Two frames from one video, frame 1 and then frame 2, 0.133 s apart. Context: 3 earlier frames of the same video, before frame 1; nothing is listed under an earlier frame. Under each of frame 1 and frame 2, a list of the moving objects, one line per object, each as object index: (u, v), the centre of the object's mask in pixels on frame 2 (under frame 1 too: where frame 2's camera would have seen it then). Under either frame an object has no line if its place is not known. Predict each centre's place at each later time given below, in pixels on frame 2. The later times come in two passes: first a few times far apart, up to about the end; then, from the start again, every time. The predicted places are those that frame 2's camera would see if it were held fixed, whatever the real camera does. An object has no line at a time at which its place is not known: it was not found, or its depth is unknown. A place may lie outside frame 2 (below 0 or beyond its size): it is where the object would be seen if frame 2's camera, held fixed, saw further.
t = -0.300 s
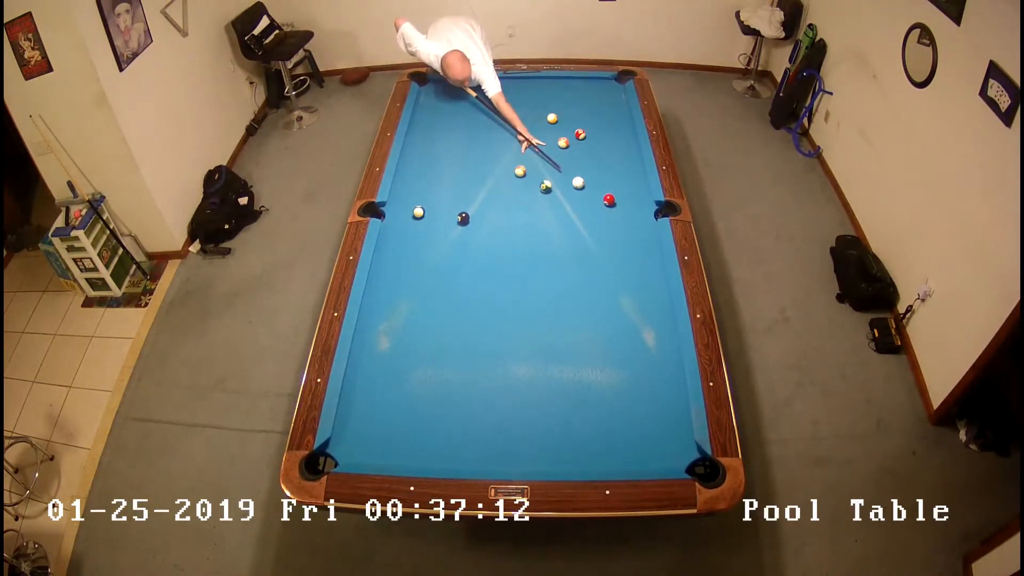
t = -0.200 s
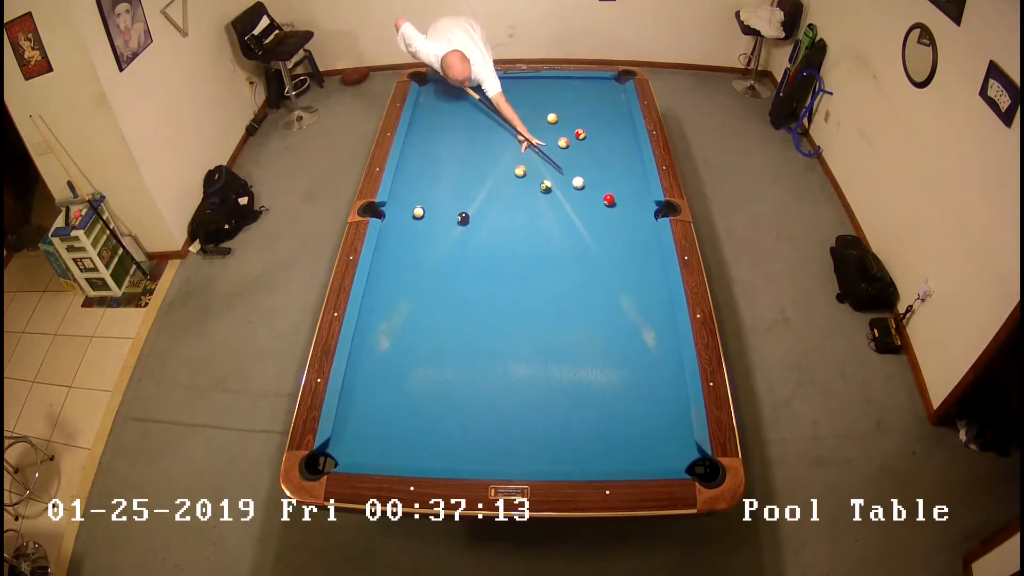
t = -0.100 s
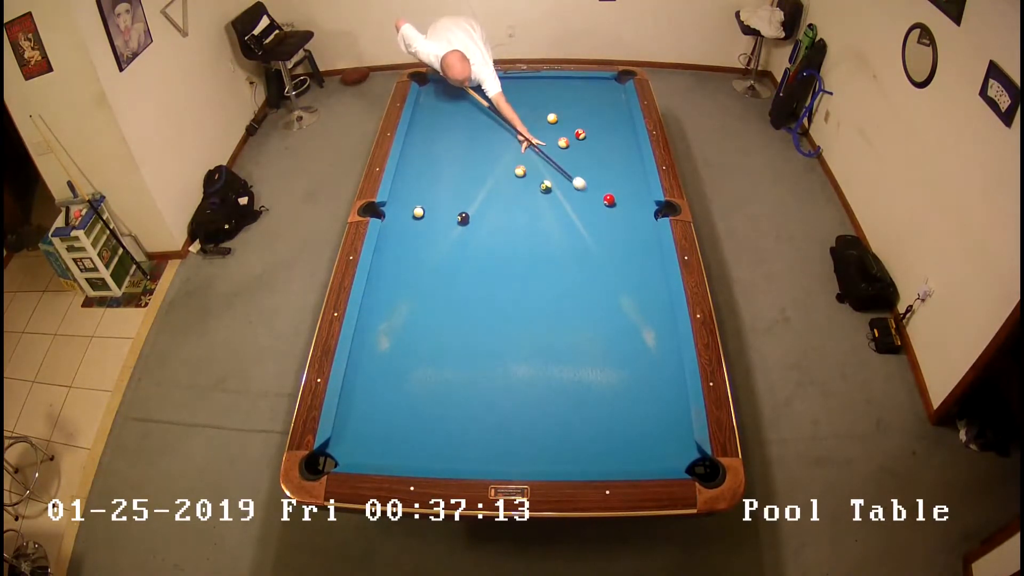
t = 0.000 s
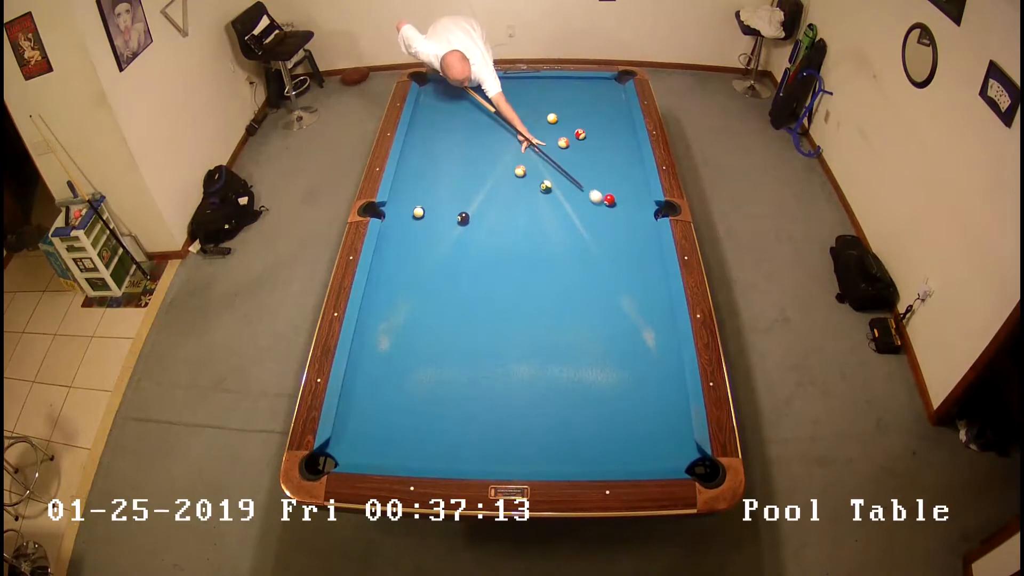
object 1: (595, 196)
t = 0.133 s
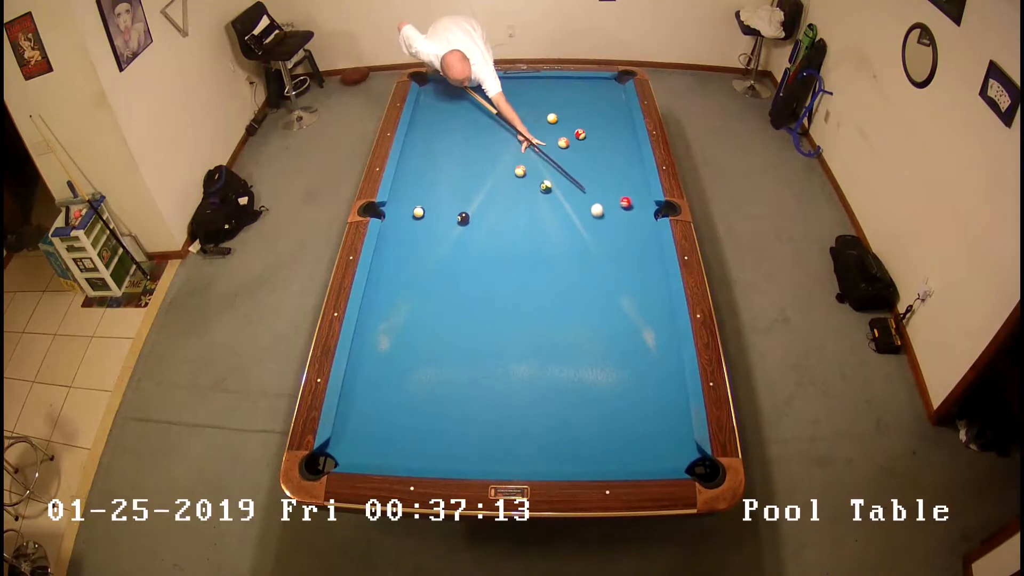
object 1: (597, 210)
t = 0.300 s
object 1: (599, 228)
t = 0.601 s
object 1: (602, 262)
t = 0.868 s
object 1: (605, 294)
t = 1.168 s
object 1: (608, 331)
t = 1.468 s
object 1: (611, 371)
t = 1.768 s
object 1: (613, 412)
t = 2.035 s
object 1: (615, 449)
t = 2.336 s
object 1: (612, 443)
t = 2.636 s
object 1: (608, 421)
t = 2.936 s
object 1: (605, 401)
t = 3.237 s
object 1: (601, 384)
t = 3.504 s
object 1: (598, 370)
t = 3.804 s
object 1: (597, 356)
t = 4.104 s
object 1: (596, 344)
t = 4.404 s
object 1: (596, 334)
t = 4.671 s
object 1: (595, 327)
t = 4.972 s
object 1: (595, 321)
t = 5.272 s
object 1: (595, 316)
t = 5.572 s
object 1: (595, 313)
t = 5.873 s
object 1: (594, 311)
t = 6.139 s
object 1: (594, 311)
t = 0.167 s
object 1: (597, 214)
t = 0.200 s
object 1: (598, 217)
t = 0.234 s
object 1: (598, 221)
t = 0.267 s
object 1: (599, 224)
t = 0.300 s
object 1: (599, 228)
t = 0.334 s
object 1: (599, 232)
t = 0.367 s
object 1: (600, 235)
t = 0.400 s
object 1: (600, 239)
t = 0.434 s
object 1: (600, 243)
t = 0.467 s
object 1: (601, 247)
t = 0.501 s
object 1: (601, 250)
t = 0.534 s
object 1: (602, 254)
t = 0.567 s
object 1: (602, 258)
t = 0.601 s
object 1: (602, 262)
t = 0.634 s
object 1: (603, 265)
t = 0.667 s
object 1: (603, 270)
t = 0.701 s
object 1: (604, 274)
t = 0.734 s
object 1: (604, 278)
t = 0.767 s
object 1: (604, 282)
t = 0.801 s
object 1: (604, 285)
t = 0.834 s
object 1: (605, 289)
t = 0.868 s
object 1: (605, 294)
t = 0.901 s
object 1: (606, 298)
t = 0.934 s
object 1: (606, 302)
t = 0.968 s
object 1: (606, 306)
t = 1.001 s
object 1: (606, 310)
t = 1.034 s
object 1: (607, 314)
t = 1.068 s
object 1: (607, 318)
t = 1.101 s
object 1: (608, 322)
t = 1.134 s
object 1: (608, 327)
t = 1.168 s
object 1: (608, 331)
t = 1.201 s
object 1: (608, 335)
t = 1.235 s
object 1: (609, 340)
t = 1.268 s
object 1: (609, 344)
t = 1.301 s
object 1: (609, 348)
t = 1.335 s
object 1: (609, 353)
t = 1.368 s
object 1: (610, 357)
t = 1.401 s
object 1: (610, 361)
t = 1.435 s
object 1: (610, 366)
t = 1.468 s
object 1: (611, 371)
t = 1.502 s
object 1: (611, 375)
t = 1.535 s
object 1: (611, 380)
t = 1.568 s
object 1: (611, 384)
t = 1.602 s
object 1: (612, 389)
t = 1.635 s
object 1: (612, 393)
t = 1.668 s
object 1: (612, 398)
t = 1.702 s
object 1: (612, 402)
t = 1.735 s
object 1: (613, 407)
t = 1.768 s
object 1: (613, 412)
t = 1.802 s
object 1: (613, 416)
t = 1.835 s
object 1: (613, 421)
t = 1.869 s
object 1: (614, 426)
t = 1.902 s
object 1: (614, 430)
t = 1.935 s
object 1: (614, 435)
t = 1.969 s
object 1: (614, 440)
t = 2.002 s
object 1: (614, 445)
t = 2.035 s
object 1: (615, 449)
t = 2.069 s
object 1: (615, 454)
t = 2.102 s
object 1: (615, 458)
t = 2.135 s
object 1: (615, 459)
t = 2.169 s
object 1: (615, 457)
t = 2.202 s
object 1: (614, 454)
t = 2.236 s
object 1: (614, 451)
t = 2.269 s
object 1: (613, 449)
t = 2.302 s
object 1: (613, 446)
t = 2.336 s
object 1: (612, 443)
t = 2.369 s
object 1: (612, 441)
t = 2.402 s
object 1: (612, 438)
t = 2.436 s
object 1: (611, 435)
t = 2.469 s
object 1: (610, 433)
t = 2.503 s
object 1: (610, 431)
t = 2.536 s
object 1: (610, 428)
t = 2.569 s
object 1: (609, 426)
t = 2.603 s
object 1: (609, 423)
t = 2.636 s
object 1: (608, 421)
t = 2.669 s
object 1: (608, 418)
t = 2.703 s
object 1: (608, 416)
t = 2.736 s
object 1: (607, 414)
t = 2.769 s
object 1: (607, 412)
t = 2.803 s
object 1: (606, 410)
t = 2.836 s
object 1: (606, 407)
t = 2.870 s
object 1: (605, 405)
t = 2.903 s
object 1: (605, 403)
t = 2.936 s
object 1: (605, 401)
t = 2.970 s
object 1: (604, 399)
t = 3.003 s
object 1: (604, 397)
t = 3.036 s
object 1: (603, 395)
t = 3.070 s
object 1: (603, 393)
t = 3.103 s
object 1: (603, 391)
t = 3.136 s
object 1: (602, 389)
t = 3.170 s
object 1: (602, 387)
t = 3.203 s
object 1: (601, 385)
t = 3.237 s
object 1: (601, 384)
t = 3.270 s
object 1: (601, 382)
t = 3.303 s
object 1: (600, 380)
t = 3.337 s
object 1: (600, 378)
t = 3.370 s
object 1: (599, 377)
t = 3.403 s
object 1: (599, 375)
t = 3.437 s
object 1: (599, 373)
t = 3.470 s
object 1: (599, 372)
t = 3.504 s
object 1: (598, 370)
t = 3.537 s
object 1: (598, 368)
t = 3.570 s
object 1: (598, 367)
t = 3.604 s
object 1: (598, 365)
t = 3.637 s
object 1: (598, 364)
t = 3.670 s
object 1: (598, 362)
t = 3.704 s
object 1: (597, 360)
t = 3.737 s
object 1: (597, 359)
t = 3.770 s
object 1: (597, 357)
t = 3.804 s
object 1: (597, 356)
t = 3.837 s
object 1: (597, 355)
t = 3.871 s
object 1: (597, 353)
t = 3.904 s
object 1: (597, 352)
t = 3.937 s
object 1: (597, 351)
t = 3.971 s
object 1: (597, 349)
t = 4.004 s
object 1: (596, 348)
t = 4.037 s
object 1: (596, 347)
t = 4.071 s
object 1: (596, 346)
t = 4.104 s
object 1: (596, 344)
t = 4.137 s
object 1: (596, 343)
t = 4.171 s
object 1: (596, 342)
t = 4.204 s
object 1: (596, 341)
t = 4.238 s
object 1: (596, 340)
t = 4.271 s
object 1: (596, 338)
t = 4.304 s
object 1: (596, 337)
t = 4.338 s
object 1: (596, 337)
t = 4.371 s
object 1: (596, 335)
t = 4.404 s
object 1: (596, 334)
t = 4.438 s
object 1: (596, 333)
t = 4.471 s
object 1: (596, 333)
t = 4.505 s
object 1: (596, 332)
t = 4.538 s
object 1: (596, 331)
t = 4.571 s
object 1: (596, 330)
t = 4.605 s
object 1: (596, 329)
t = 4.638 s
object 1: (596, 328)
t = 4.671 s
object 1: (595, 327)
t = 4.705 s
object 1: (595, 327)
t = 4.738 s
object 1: (595, 326)
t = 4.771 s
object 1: (595, 325)
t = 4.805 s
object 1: (595, 324)
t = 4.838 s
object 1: (595, 324)
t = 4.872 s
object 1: (595, 323)
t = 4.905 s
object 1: (595, 322)
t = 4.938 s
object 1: (595, 321)
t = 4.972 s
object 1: (595, 321)
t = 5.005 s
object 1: (595, 320)
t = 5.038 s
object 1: (595, 320)
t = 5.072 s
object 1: (595, 319)
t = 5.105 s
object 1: (595, 319)
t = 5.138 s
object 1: (595, 318)
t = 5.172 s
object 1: (595, 318)
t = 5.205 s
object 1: (595, 317)
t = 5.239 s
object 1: (595, 316)
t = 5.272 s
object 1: (595, 316)
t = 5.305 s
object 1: (595, 316)
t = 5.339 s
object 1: (595, 315)
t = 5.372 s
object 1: (595, 315)
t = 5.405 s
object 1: (595, 315)
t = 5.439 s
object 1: (595, 314)
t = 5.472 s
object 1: (595, 314)
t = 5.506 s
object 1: (595, 313)
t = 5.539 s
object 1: (595, 313)
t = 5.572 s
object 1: (595, 313)
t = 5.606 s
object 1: (595, 312)
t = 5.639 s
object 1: (595, 312)
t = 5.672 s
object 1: (595, 312)
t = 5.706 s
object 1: (595, 311)
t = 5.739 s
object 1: (595, 311)
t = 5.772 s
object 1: (595, 311)
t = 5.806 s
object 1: (594, 311)
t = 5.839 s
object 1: (594, 311)
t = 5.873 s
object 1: (594, 311)
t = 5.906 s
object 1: (594, 311)
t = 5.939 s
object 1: (594, 311)
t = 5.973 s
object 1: (594, 311)
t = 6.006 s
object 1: (594, 311)
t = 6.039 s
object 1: (594, 311)
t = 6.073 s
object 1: (594, 311)
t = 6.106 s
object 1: (594, 311)
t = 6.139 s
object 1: (594, 311)
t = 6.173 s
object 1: (594, 311)
